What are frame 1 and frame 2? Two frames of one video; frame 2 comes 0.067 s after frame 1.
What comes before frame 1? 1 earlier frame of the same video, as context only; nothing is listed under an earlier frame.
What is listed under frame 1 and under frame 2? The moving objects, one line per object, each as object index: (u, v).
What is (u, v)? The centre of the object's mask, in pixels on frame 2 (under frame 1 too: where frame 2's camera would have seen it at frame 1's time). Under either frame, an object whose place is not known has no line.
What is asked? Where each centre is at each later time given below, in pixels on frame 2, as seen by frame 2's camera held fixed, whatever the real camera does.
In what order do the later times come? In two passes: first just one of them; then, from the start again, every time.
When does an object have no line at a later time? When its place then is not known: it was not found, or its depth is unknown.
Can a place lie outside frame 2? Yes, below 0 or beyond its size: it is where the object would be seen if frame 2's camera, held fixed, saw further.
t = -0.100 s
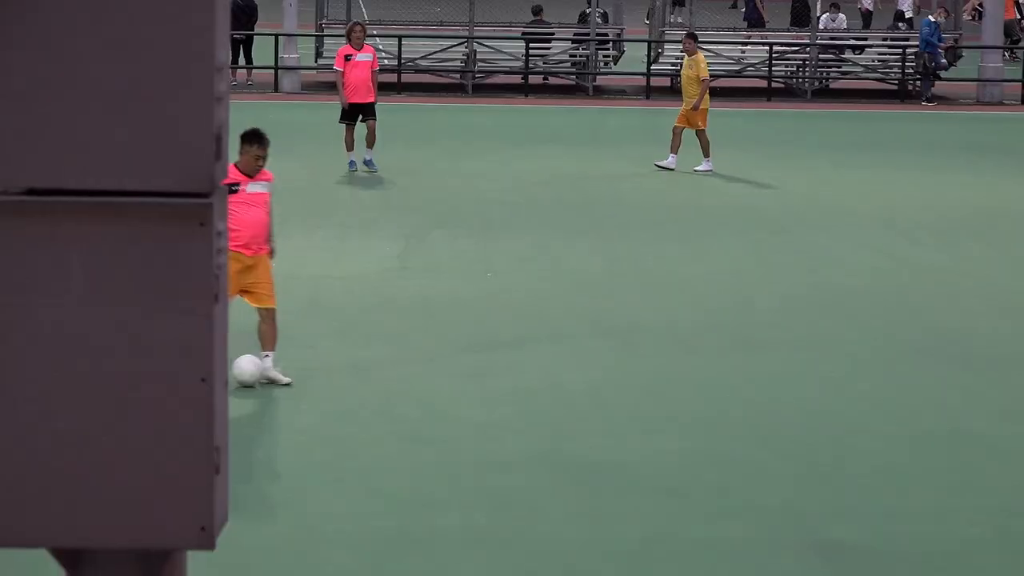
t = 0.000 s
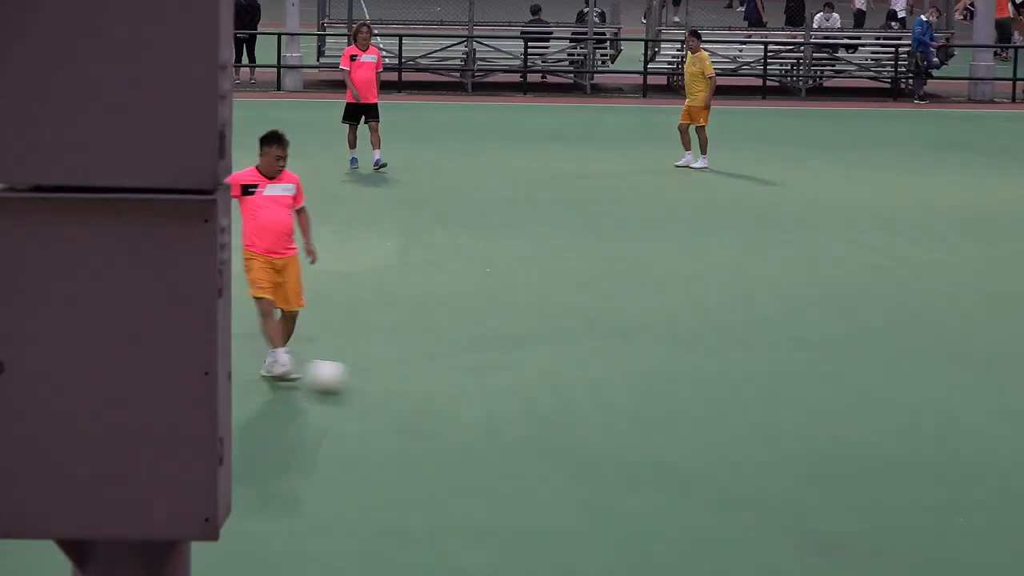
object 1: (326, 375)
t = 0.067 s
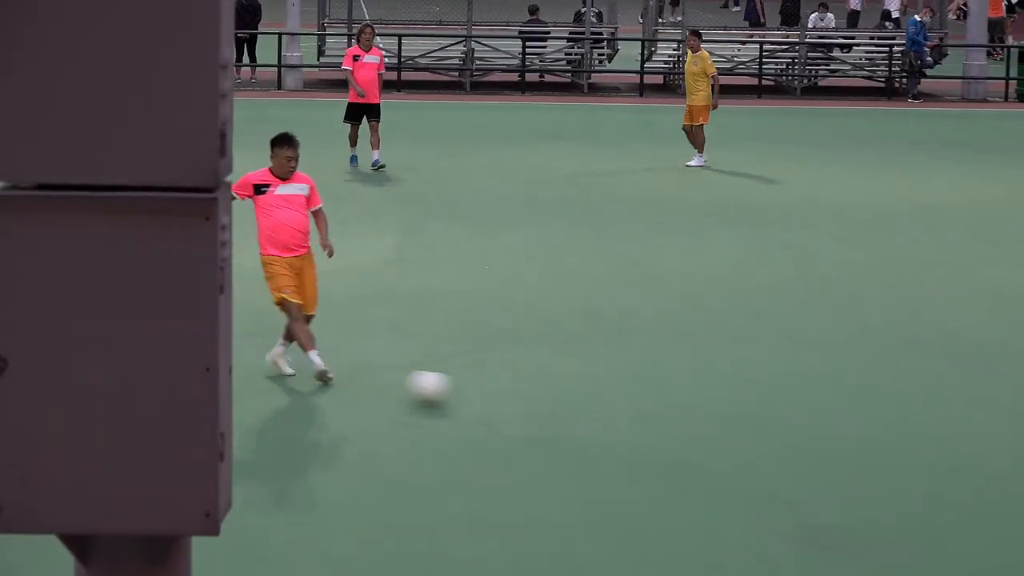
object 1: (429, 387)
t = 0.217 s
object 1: (657, 416)
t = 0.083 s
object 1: (455, 390)
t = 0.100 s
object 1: (481, 394)
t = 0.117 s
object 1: (506, 397)
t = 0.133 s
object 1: (531, 402)
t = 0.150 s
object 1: (557, 406)
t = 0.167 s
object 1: (581, 409)
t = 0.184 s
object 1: (606, 411)
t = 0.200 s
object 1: (632, 413)
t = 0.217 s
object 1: (657, 416)
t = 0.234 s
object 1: (683, 419)
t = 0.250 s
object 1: (709, 425)
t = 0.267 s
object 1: (735, 429)
